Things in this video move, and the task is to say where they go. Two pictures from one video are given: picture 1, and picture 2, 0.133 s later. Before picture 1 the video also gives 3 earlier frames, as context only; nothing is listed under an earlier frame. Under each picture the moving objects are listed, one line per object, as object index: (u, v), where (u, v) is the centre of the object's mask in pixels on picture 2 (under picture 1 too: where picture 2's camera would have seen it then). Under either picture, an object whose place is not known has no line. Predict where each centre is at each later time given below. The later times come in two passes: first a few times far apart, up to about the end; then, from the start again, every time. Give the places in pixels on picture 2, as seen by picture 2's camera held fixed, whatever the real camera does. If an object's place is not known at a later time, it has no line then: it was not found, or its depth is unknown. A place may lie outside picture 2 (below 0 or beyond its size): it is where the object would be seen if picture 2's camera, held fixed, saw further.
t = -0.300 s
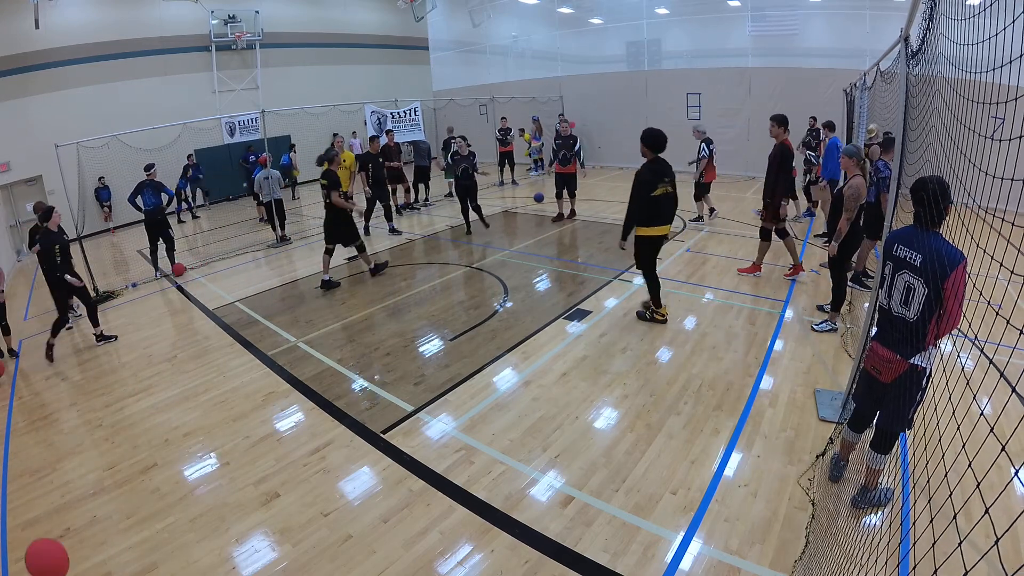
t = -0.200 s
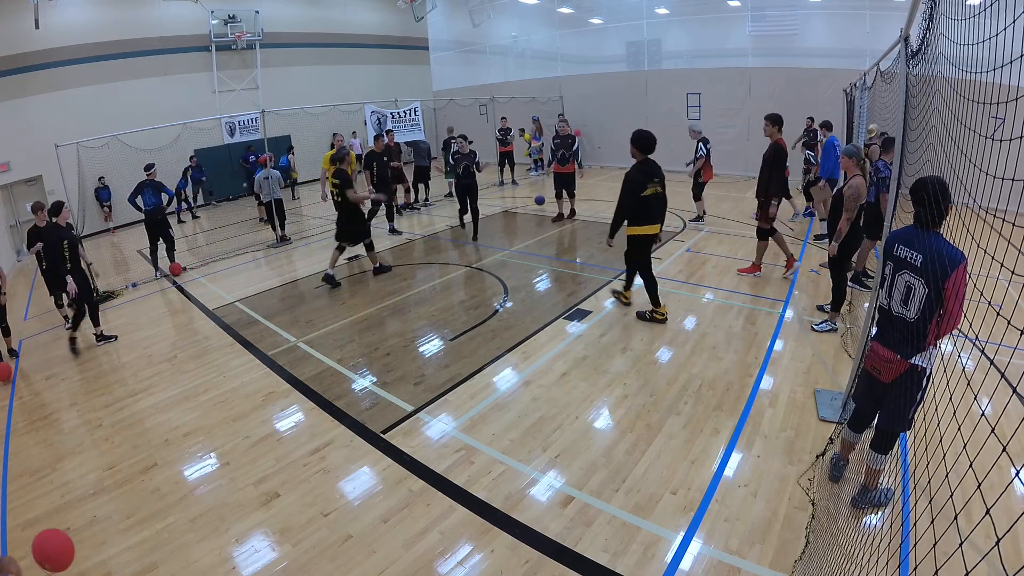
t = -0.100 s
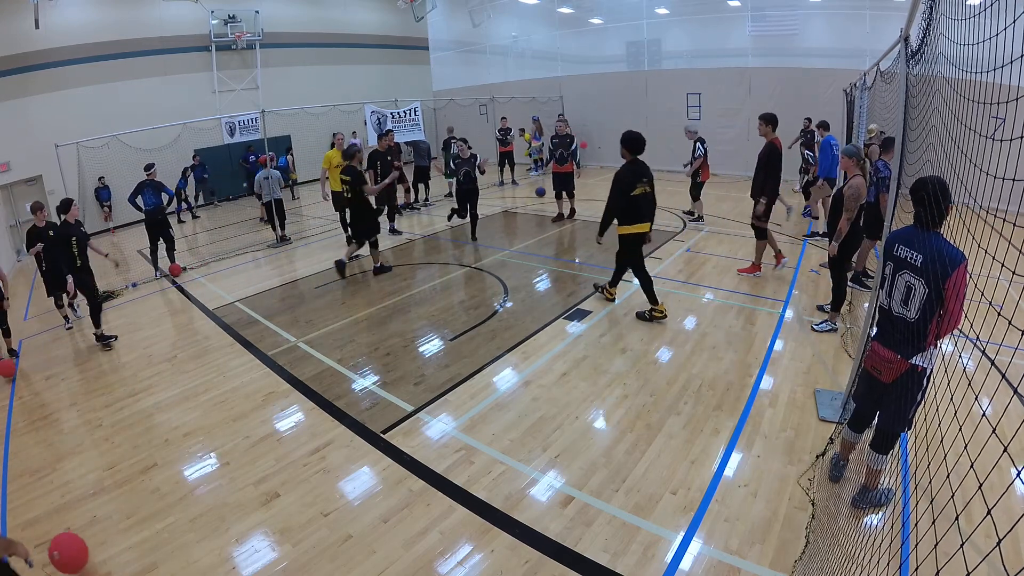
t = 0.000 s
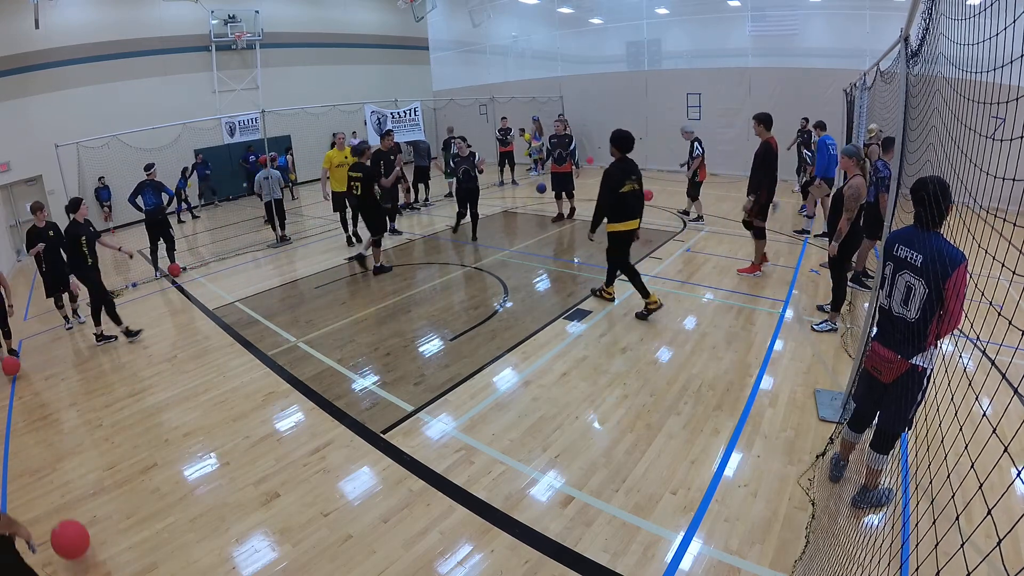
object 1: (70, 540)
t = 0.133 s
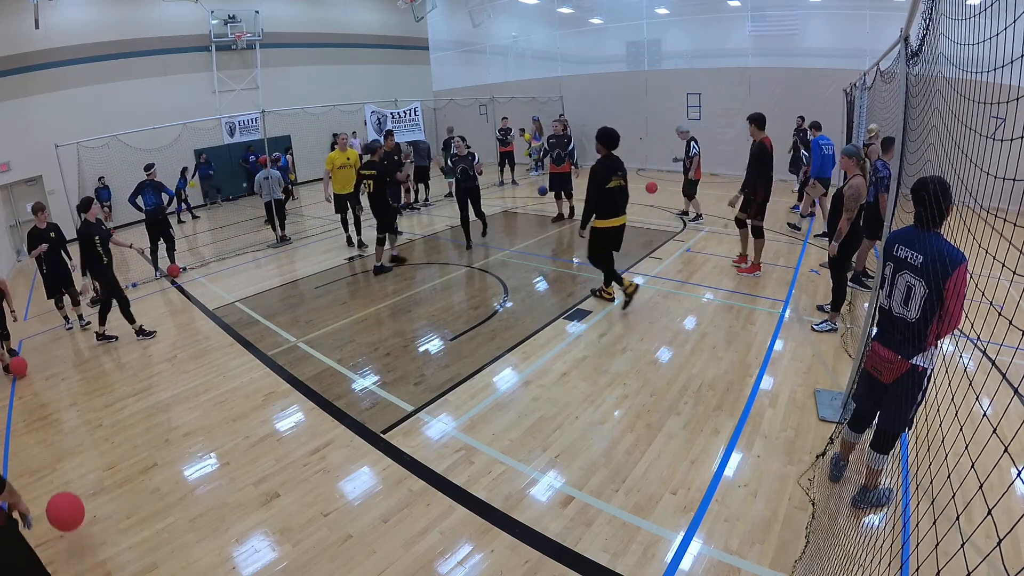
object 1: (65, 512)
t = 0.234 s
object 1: (71, 505)
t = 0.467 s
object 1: (77, 482)
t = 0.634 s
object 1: (85, 476)
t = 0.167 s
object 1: (66, 508)
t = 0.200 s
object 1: (69, 506)
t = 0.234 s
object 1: (71, 505)
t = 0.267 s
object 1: (75, 506)
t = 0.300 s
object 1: (80, 508)
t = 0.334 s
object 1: (84, 510)
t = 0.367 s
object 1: (82, 503)
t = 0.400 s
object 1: (79, 494)
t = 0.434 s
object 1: (78, 488)
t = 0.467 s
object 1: (77, 482)
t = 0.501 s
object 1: (77, 478)
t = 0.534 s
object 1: (78, 476)
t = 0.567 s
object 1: (80, 474)
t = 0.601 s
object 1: (82, 474)
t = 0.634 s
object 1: (85, 476)
